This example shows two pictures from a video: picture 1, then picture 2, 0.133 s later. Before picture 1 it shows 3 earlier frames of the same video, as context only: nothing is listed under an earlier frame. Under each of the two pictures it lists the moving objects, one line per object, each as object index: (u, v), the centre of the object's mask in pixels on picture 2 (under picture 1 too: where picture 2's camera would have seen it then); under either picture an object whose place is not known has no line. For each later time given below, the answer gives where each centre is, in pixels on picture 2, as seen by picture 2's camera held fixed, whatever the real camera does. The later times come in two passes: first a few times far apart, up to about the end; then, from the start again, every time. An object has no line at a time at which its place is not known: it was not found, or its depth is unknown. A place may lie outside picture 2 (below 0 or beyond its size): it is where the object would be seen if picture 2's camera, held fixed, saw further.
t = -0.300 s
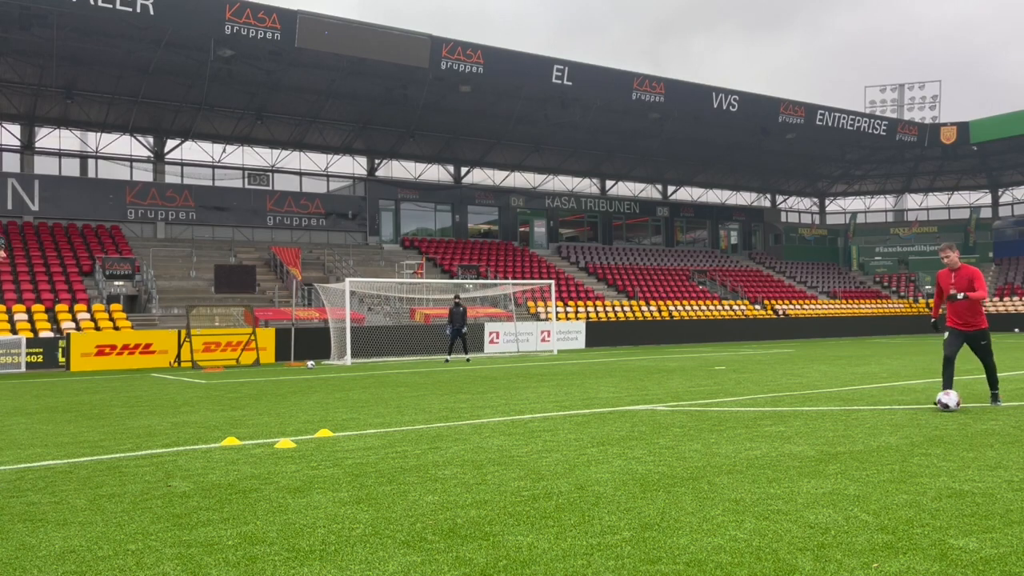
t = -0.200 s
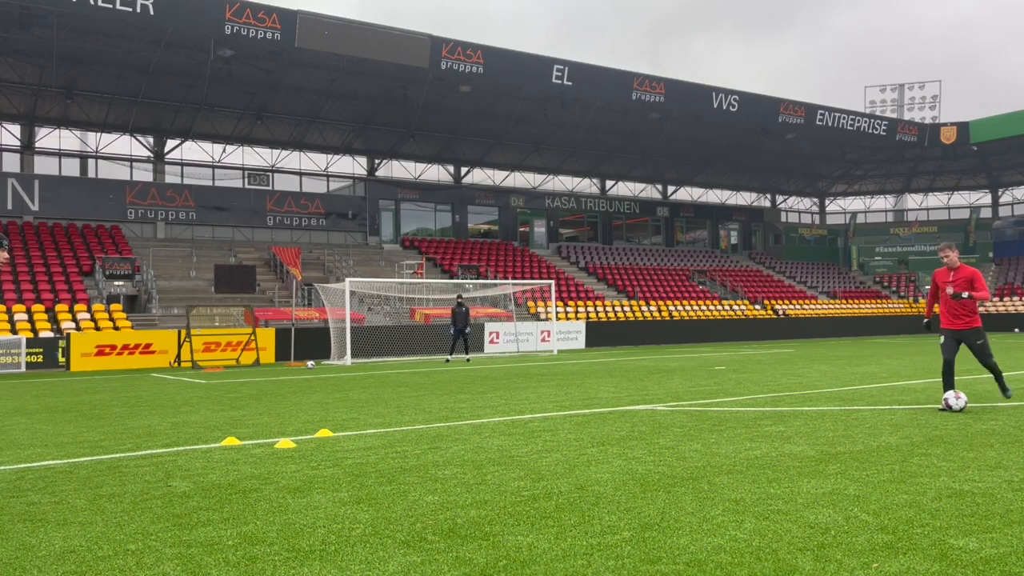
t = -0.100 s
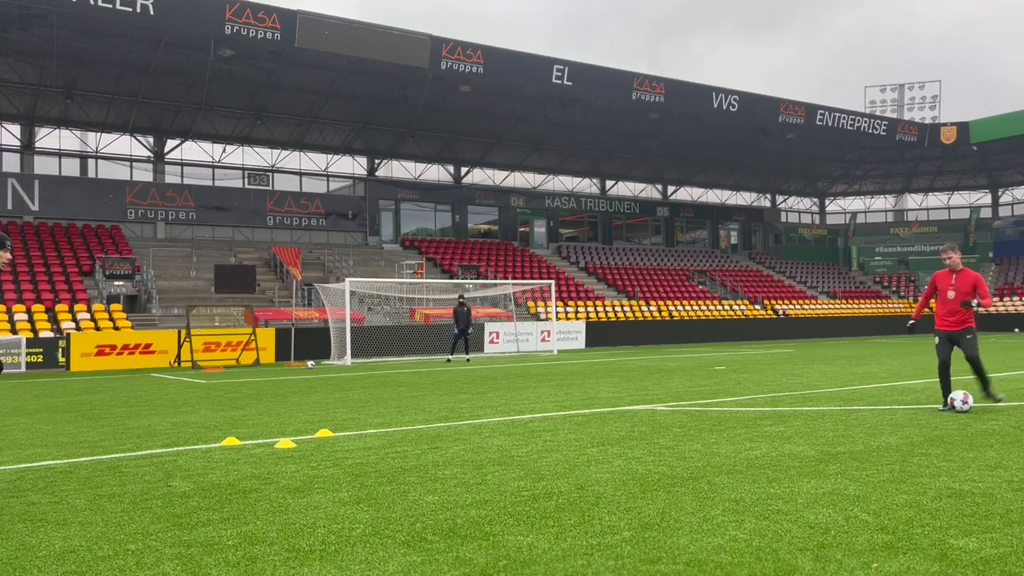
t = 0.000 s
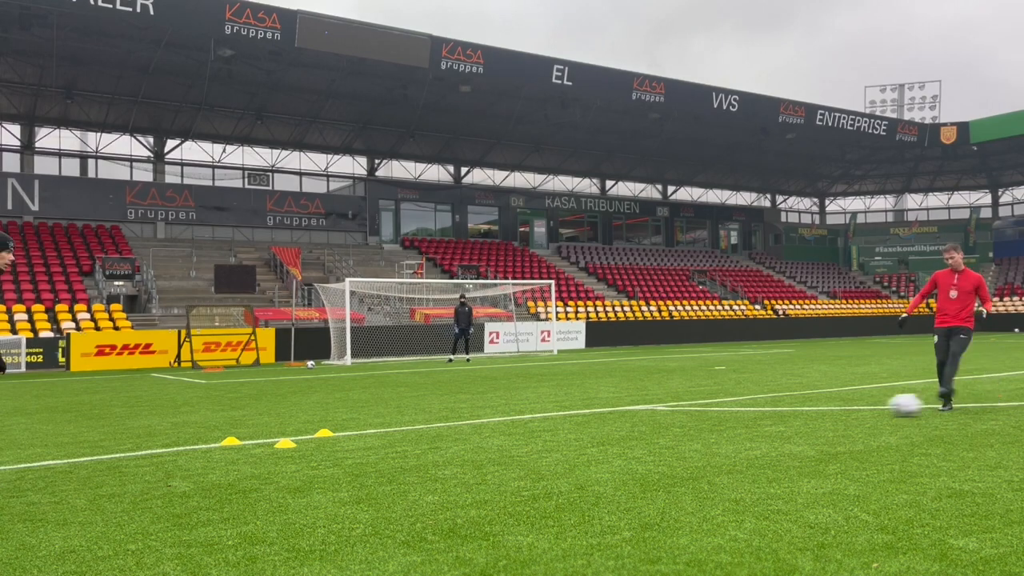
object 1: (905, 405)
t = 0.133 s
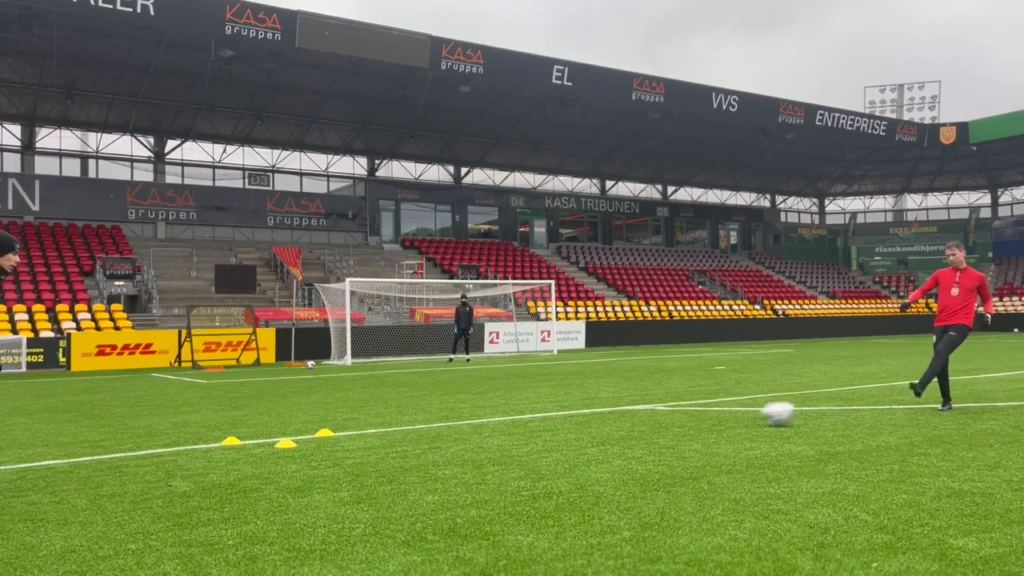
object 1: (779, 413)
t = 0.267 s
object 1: (644, 423)
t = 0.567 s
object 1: (304, 451)
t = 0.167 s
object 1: (746, 416)
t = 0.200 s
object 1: (711, 419)
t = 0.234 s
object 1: (677, 421)
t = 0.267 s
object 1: (644, 423)
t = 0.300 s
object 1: (608, 426)
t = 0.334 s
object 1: (572, 429)
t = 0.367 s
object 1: (536, 432)
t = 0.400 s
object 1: (499, 434)
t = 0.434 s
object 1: (462, 438)
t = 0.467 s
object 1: (423, 440)
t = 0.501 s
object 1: (385, 444)
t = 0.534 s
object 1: (344, 448)
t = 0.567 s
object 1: (304, 451)
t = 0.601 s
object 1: (263, 454)
